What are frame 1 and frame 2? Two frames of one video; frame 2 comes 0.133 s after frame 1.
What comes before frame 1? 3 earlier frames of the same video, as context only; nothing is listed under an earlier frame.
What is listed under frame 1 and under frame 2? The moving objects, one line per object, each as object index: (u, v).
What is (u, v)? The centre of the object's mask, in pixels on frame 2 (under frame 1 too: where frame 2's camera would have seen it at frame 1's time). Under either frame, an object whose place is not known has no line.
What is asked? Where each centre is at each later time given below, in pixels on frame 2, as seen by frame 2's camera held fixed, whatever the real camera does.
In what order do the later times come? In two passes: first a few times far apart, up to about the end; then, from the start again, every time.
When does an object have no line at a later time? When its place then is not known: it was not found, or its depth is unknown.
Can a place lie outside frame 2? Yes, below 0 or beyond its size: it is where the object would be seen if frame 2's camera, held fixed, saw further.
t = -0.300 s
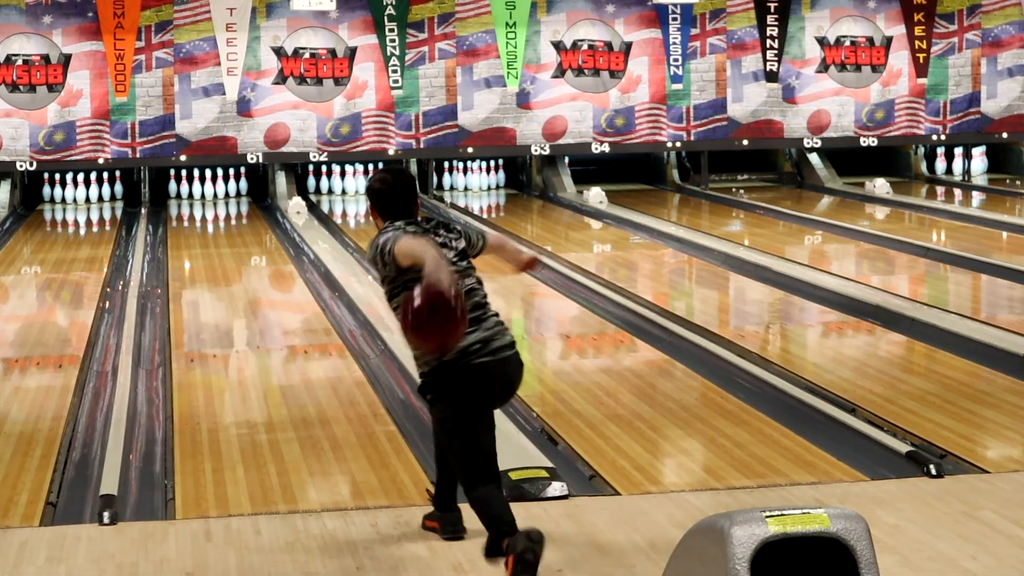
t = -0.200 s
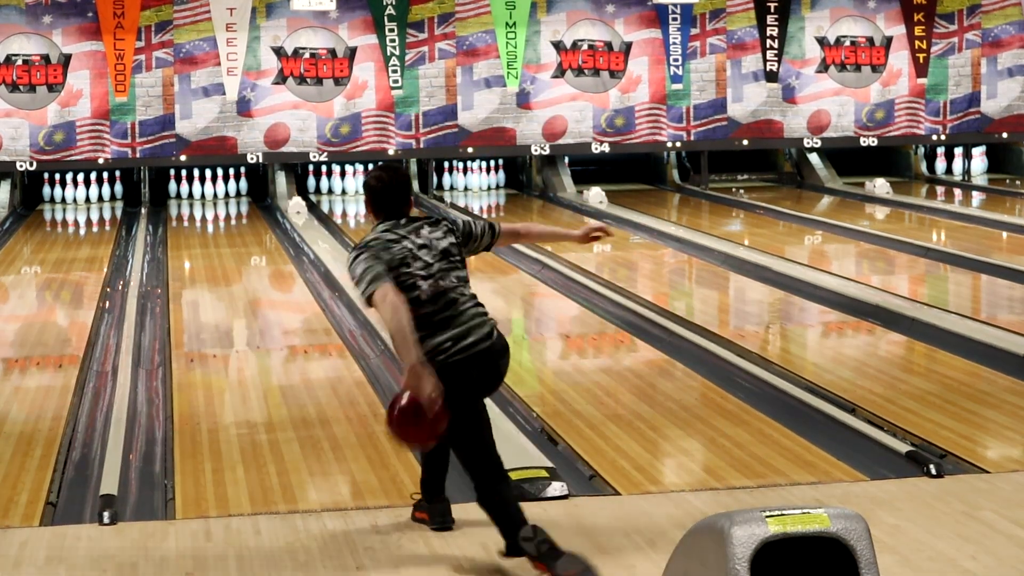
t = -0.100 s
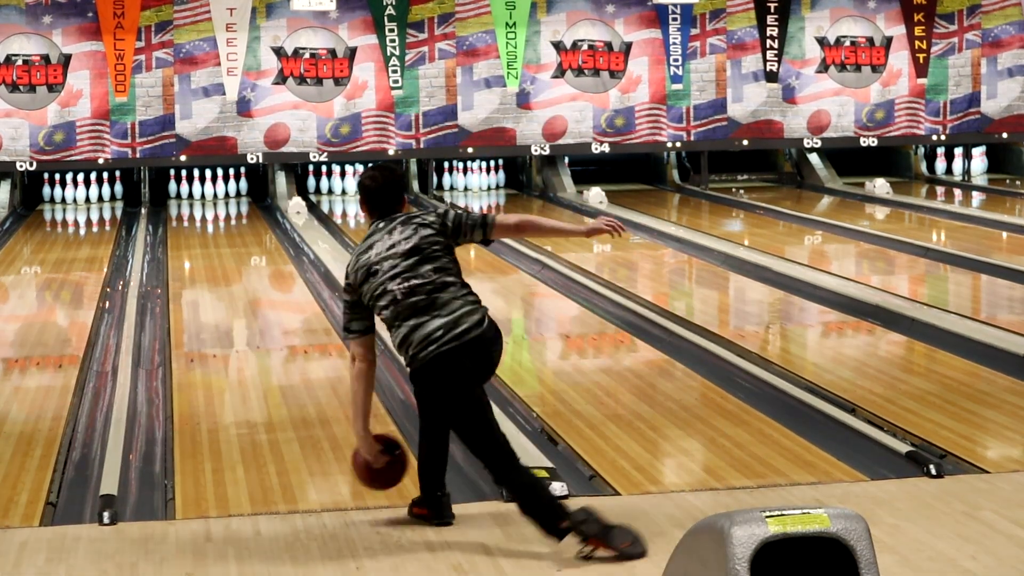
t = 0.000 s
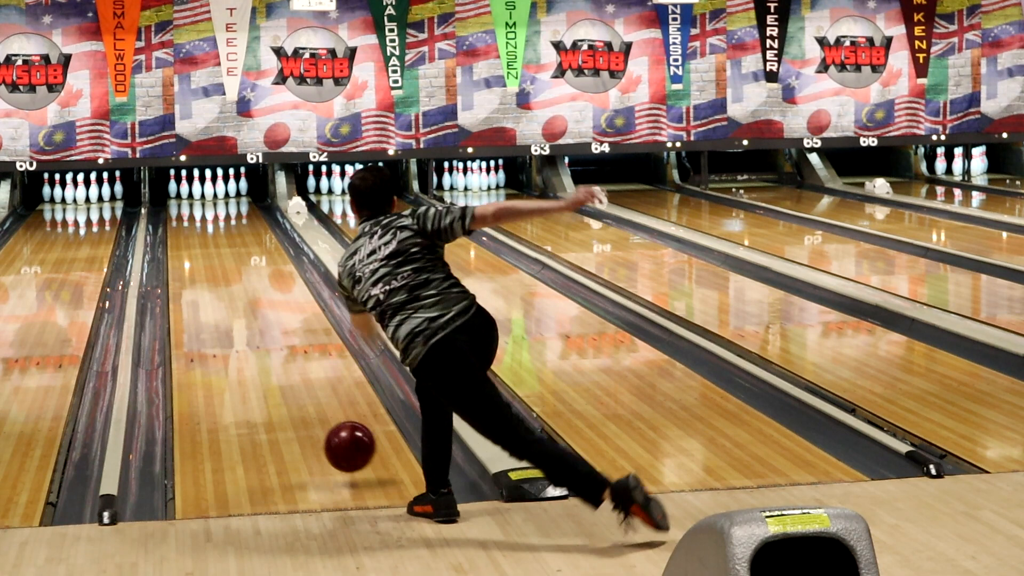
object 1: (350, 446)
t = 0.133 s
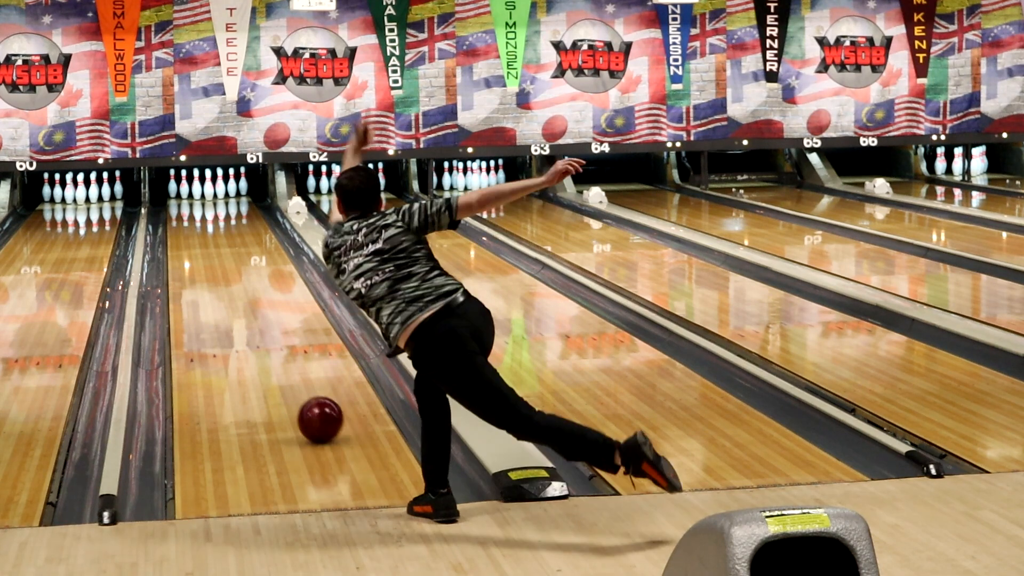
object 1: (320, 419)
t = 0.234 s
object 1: (302, 394)
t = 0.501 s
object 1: (265, 340)
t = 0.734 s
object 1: (243, 306)
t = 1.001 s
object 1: (224, 276)
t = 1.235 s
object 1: (212, 255)
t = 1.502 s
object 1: (202, 236)
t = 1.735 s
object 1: (196, 223)
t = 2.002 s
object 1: (192, 209)
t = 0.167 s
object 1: (314, 411)
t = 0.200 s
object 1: (308, 402)
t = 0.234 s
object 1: (302, 394)
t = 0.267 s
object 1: (297, 386)
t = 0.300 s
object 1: (291, 379)
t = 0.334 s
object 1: (286, 371)
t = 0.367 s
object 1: (282, 364)
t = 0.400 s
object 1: (277, 358)
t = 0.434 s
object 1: (273, 351)
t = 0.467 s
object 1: (269, 345)
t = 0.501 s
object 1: (265, 340)
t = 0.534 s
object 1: (261, 334)
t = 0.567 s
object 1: (258, 329)
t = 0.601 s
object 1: (254, 324)
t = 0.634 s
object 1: (251, 320)
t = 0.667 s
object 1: (248, 315)
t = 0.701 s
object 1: (245, 311)
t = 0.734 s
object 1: (243, 306)
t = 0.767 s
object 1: (240, 302)
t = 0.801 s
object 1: (237, 298)
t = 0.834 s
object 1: (235, 294)
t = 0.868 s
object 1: (232, 290)
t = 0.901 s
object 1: (230, 286)
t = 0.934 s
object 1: (228, 283)
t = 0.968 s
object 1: (226, 279)
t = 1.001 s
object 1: (224, 276)
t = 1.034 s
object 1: (222, 272)
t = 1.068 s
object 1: (220, 269)
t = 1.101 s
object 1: (218, 267)
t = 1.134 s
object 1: (217, 264)
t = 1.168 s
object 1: (215, 260)
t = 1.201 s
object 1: (213, 258)
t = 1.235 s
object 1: (212, 255)
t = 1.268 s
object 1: (211, 252)
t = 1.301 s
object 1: (209, 250)
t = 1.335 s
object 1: (208, 247)
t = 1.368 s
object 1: (206, 245)
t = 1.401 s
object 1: (205, 243)
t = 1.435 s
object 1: (204, 241)
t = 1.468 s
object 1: (203, 238)
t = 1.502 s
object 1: (202, 236)
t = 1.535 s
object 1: (200, 234)
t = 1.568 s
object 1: (200, 233)
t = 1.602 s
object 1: (199, 231)
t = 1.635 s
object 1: (198, 229)
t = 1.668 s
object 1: (197, 227)
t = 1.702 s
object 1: (196, 224)
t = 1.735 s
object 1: (196, 223)
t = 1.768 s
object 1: (195, 221)
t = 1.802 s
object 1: (194, 219)
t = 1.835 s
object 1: (194, 217)
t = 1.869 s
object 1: (193, 215)
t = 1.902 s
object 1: (193, 214)
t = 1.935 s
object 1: (192, 212)
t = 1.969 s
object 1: (192, 210)
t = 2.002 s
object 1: (192, 209)
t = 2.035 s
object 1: (192, 208)
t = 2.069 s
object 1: (192, 206)
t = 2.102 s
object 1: (192, 205)
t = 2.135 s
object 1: (193, 204)
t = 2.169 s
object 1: (193, 202)
